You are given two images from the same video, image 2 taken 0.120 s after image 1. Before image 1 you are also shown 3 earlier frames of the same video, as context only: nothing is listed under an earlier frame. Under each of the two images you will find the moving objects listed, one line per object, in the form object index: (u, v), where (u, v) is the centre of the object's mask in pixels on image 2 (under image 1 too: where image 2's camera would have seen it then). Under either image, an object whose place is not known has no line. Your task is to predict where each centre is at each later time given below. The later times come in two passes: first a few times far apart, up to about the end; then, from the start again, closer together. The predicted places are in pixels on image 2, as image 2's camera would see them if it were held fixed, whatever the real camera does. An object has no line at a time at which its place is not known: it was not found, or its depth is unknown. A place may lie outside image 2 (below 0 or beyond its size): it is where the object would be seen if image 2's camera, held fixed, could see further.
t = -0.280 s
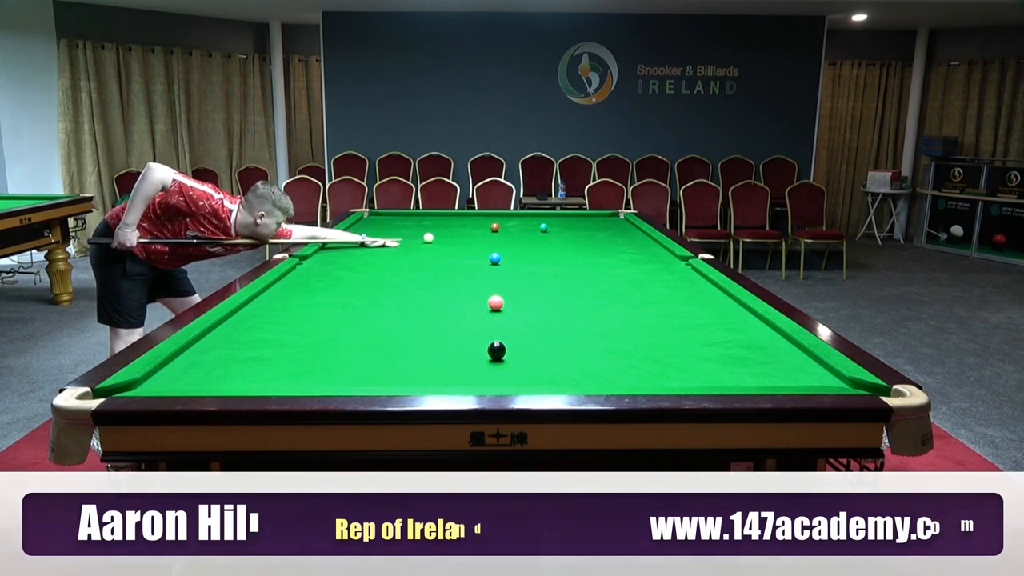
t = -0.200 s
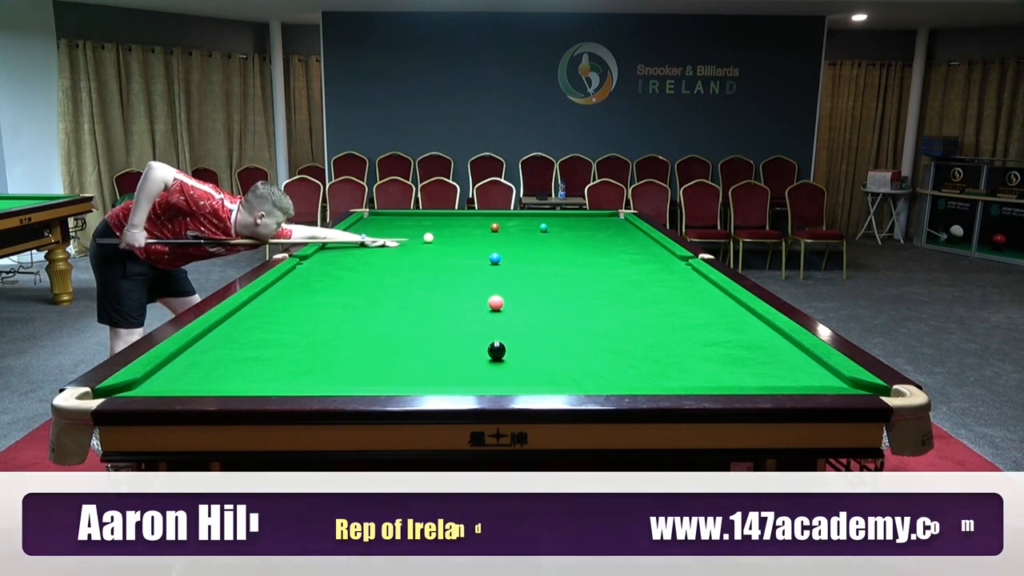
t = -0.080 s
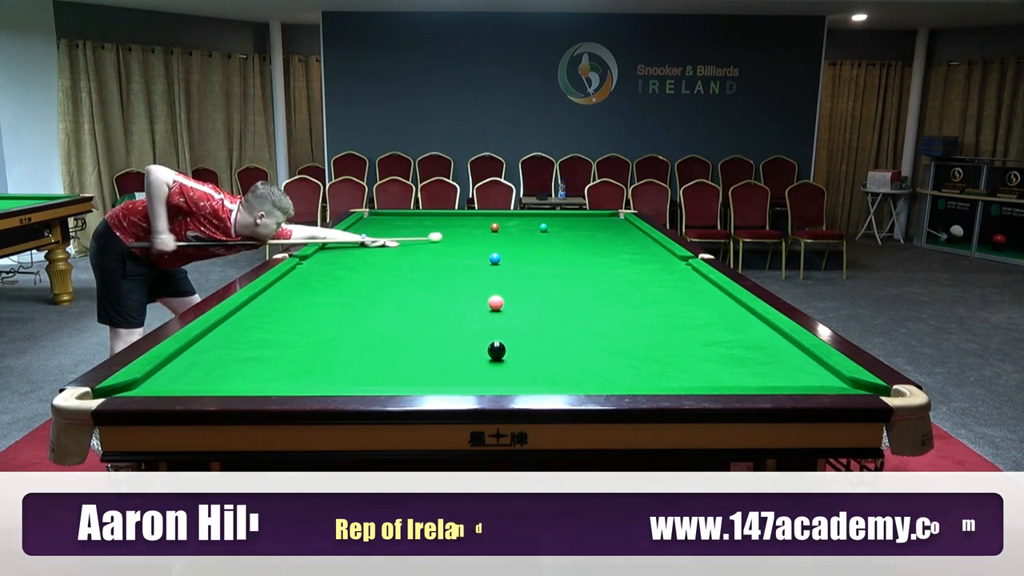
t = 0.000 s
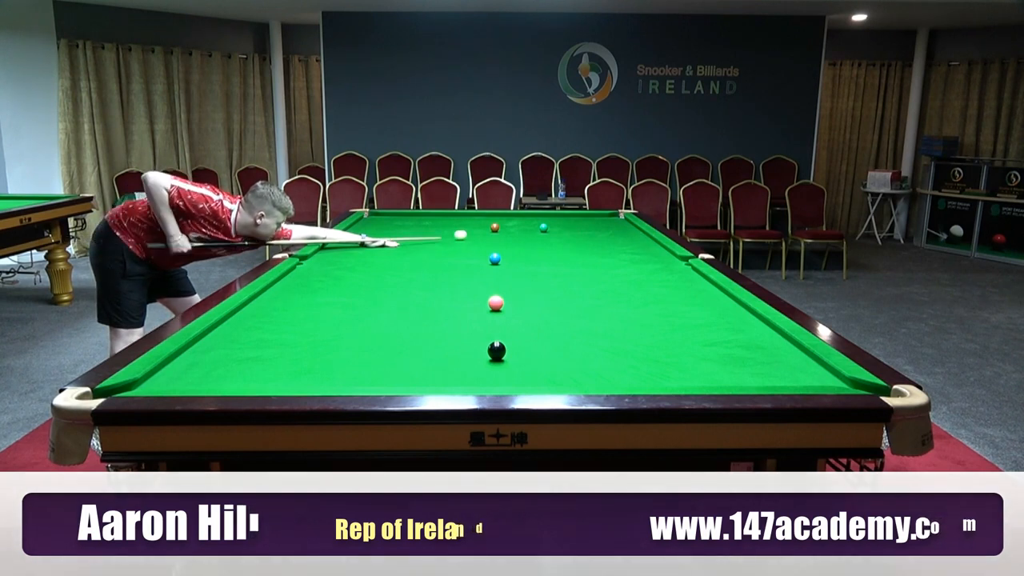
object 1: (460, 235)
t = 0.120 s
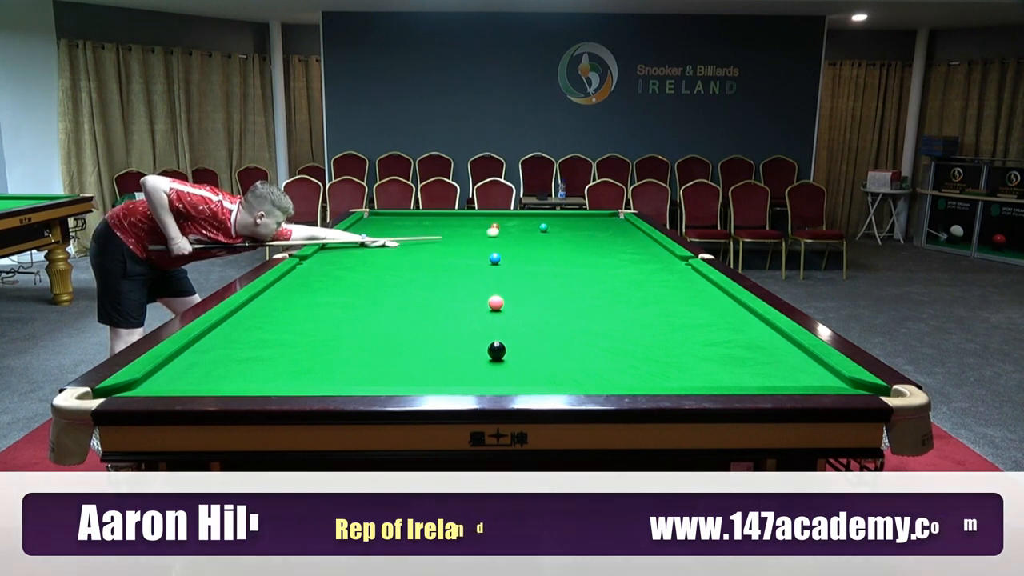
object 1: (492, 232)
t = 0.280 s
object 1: (527, 229)
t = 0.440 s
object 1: (545, 229)
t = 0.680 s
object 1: (565, 229)
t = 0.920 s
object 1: (585, 229)
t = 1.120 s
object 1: (601, 229)
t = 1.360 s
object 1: (619, 229)
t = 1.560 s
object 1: (634, 229)
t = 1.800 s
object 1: (632, 230)
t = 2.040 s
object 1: (622, 230)
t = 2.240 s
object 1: (615, 230)
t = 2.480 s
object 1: (607, 231)
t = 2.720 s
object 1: (599, 231)
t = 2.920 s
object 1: (593, 231)
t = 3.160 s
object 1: (587, 231)
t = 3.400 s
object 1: (582, 231)
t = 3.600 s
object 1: (578, 232)
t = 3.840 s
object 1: (574, 232)
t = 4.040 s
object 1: (571, 232)
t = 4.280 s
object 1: (568, 232)
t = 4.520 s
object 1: (566, 232)
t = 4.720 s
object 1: (565, 232)
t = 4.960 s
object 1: (564, 232)
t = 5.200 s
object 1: (565, 232)
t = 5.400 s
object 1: (565, 232)
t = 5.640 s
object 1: (565, 232)
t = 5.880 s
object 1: (565, 232)
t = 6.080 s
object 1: (565, 232)
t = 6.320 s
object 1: (565, 232)
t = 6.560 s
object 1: (565, 232)
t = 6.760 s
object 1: (565, 232)
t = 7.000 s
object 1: (565, 232)
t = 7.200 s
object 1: (565, 232)
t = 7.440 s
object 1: (565, 232)
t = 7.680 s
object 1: (565, 232)
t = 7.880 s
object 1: (565, 232)
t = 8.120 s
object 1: (565, 232)
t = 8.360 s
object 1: (565, 232)
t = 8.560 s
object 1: (565, 232)
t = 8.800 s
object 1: (565, 232)
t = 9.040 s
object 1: (565, 232)
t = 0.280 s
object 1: (527, 229)
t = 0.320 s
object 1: (534, 229)
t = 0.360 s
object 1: (539, 228)
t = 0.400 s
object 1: (541, 229)
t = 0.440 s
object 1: (545, 229)
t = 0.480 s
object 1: (548, 229)
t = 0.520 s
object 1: (551, 229)
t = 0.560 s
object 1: (555, 229)
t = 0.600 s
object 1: (558, 229)
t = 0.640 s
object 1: (562, 229)
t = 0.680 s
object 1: (565, 229)
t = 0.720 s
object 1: (568, 229)
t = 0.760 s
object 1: (572, 229)
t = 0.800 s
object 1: (575, 229)
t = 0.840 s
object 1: (578, 229)
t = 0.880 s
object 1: (582, 229)
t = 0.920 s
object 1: (585, 229)
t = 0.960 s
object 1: (588, 229)
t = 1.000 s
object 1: (592, 229)
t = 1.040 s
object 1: (595, 229)
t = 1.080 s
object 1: (598, 229)
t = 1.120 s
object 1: (601, 229)
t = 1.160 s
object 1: (604, 229)
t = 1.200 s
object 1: (607, 229)
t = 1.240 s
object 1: (610, 229)
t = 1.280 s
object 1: (613, 229)
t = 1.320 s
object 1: (617, 229)
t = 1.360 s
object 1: (619, 229)
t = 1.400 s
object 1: (622, 229)
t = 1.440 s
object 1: (625, 229)
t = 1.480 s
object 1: (628, 229)
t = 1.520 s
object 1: (631, 230)
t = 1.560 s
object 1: (634, 229)
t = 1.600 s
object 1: (637, 229)
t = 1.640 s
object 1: (638, 230)
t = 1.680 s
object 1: (636, 229)
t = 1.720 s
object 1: (635, 230)
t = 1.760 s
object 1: (633, 230)
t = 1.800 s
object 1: (632, 230)
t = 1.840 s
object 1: (630, 230)
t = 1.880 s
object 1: (628, 230)
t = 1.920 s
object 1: (627, 230)
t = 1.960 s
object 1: (625, 230)
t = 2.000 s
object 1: (624, 230)
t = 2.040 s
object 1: (622, 230)
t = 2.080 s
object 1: (621, 230)
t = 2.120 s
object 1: (619, 230)
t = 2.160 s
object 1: (618, 230)
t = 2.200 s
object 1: (616, 230)
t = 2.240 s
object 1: (615, 230)
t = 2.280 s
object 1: (613, 230)
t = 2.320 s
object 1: (612, 230)
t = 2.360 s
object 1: (611, 230)
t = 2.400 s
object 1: (609, 230)
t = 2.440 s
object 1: (608, 231)
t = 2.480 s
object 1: (607, 231)
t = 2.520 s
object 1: (605, 230)
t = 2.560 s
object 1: (604, 230)
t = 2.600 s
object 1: (603, 231)
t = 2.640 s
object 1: (602, 231)
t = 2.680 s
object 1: (600, 231)
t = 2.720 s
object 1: (599, 231)
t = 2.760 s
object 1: (598, 231)
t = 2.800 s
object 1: (597, 231)
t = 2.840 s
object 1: (596, 231)
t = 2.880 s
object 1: (594, 231)
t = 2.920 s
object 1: (593, 231)
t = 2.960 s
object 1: (592, 231)
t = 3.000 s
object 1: (591, 231)
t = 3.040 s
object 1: (590, 231)
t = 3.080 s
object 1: (589, 231)
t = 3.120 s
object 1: (588, 231)
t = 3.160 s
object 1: (587, 231)
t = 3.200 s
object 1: (586, 231)
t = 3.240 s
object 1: (585, 231)
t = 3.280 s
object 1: (585, 231)
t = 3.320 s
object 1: (584, 231)
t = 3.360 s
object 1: (583, 231)
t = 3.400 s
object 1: (582, 231)
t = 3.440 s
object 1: (581, 231)
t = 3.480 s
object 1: (580, 231)
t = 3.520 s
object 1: (580, 231)
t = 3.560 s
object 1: (579, 232)
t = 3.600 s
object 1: (578, 232)
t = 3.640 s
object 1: (577, 232)
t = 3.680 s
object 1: (577, 232)
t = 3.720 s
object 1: (576, 232)
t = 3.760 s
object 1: (575, 232)
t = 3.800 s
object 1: (574, 232)
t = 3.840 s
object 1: (574, 232)
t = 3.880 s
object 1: (573, 232)
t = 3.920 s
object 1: (573, 232)
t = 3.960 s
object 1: (572, 232)
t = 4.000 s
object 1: (571, 232)
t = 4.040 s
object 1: (571, 232)
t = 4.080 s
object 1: (571, 232)
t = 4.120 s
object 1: (570, 232)
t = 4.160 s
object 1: (570, 232)
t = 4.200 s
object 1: (569, 232)
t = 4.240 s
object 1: (569, 232)
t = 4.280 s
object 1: (568, 232)
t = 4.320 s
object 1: (568, 232)
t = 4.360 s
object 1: (568, 232)
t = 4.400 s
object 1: (567, 232)
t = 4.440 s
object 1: (567, 232)
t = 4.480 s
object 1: (567, 232)
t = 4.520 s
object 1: (566, 232)
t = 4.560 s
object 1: (566, 232)
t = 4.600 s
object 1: (566, 232)
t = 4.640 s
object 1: (566, 232)
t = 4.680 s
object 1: (565, 232)
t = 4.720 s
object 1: (565, 232)
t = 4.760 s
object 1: (565, 232)
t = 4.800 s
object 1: (565, 232)
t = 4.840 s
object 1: (565, 232)
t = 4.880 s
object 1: (565, 232)
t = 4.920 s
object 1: (564, 232)
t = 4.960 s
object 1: (564, 232)
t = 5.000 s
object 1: (565, 232)
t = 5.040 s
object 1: (565, 232)
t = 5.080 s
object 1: (565, 232)
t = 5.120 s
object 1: (565, 232)
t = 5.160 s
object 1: (565, 232)
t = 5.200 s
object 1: (565, 232)
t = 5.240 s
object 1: (565, 232)
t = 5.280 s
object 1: (565, 232)
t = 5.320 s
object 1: (565, 232)
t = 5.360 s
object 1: (565, 232)
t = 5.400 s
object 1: (565, 232)
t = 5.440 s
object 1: (565, 232)
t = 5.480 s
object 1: (565, 232)
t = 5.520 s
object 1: (565, 232)
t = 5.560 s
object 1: (565, 232)
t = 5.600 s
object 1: (565, 232)
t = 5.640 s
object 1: (565, 232)
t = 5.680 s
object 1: (565, 232)
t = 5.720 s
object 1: (565, 232)
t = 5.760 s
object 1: (565, 232)
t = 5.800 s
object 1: (565, 232)
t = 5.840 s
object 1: (565, 232)
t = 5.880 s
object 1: (565, 232)
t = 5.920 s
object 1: (565, 232)
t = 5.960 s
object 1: (565, 232)
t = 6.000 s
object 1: (565, 232)
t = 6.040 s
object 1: (565, 232)
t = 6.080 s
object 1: (565, 232)
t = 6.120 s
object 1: (565, 232)
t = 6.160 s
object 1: (565, 232)
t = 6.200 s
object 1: (565, 232)
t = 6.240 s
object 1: (565, 232)
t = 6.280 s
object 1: (565, 232)
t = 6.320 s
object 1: (565, 232)
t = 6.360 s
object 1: (565, 232)
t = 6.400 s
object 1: (565, 232)
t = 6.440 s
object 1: (565, 232)
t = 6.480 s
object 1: (565, 232)
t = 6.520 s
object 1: (565, 232)
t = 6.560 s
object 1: (565, 232)
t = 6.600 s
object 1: (565, 232)
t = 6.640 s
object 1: (565, 232)
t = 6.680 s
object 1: (565, 232)
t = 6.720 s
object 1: (565, 232)
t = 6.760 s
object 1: (565, 232)
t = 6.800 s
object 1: (565, 232)
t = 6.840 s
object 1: (565, 232)
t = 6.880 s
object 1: (565, 232)
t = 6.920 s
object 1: (565, 232)
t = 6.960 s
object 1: (565, 232)
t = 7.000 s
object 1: (565, 232)
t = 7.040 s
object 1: (565, 232)
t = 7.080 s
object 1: (565, 232)
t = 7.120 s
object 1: (565, 232)
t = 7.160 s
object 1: (565, 232)
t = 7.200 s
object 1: (565, 232)
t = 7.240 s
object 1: (565, 232)
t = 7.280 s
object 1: (565, 232)
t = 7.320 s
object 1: (565, 232)
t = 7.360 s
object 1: (565, 232)
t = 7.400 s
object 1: (565, 232)
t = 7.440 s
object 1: (565, 232)
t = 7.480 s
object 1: (565, 232)
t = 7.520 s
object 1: (565, 232)
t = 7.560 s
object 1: (565, 232)
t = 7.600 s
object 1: (565, 232)
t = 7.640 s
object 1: (565, 232)
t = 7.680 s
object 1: (565, 232)
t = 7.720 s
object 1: (565, 232)
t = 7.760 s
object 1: (565, 232)
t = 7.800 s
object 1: (565, 232)
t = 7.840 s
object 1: (565, 232)
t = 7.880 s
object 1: (565, 232)
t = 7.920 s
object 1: (565, 232)
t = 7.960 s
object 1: (565, 232)
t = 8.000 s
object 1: (565, 232)
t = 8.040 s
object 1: (565, 232)
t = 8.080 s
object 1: (565, 232)
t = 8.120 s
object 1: (565, 232)
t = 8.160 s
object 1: (565, 232)
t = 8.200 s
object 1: (565, 232)
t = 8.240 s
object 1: (565, 232)
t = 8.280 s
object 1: (565, 232)
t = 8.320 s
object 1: (565, 232)
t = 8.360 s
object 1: (565, 232)
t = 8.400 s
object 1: (565, 232)
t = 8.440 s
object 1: (565, 232)
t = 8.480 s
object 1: (565, 232)
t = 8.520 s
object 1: (565, 232)
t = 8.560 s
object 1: (565, 232)
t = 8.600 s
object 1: (565, 232)
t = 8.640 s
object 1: (565, 232)
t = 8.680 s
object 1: (565, 232)
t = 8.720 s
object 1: (565, 232)
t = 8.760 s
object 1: (565, 232)
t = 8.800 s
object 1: (565, 232)
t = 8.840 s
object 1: (565, 232)
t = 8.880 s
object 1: (565, 232)
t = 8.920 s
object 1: (565, 232)
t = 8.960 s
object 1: (565, 232)
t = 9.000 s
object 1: (565, 232)
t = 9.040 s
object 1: (565, 232)
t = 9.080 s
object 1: (565, 232)
